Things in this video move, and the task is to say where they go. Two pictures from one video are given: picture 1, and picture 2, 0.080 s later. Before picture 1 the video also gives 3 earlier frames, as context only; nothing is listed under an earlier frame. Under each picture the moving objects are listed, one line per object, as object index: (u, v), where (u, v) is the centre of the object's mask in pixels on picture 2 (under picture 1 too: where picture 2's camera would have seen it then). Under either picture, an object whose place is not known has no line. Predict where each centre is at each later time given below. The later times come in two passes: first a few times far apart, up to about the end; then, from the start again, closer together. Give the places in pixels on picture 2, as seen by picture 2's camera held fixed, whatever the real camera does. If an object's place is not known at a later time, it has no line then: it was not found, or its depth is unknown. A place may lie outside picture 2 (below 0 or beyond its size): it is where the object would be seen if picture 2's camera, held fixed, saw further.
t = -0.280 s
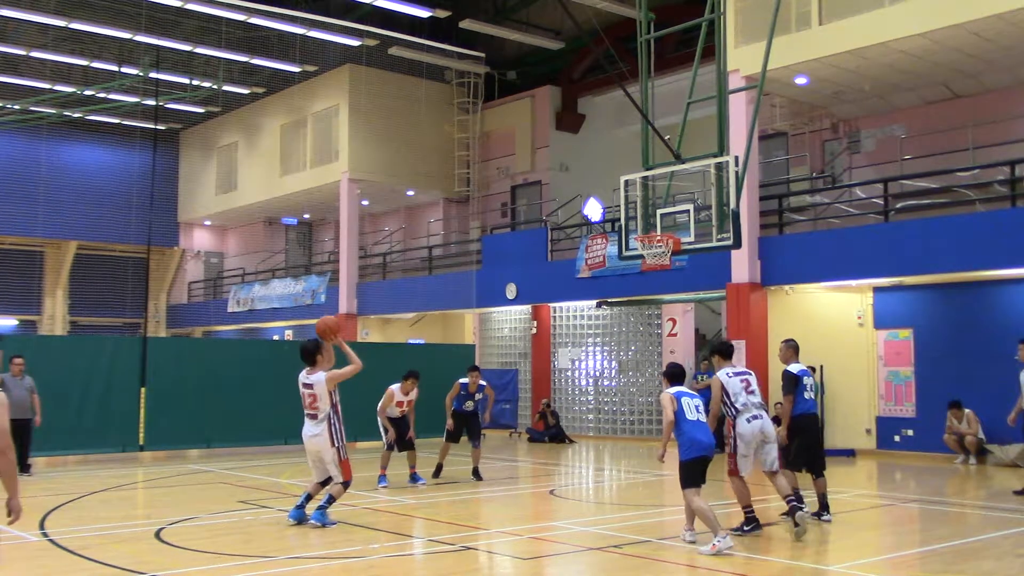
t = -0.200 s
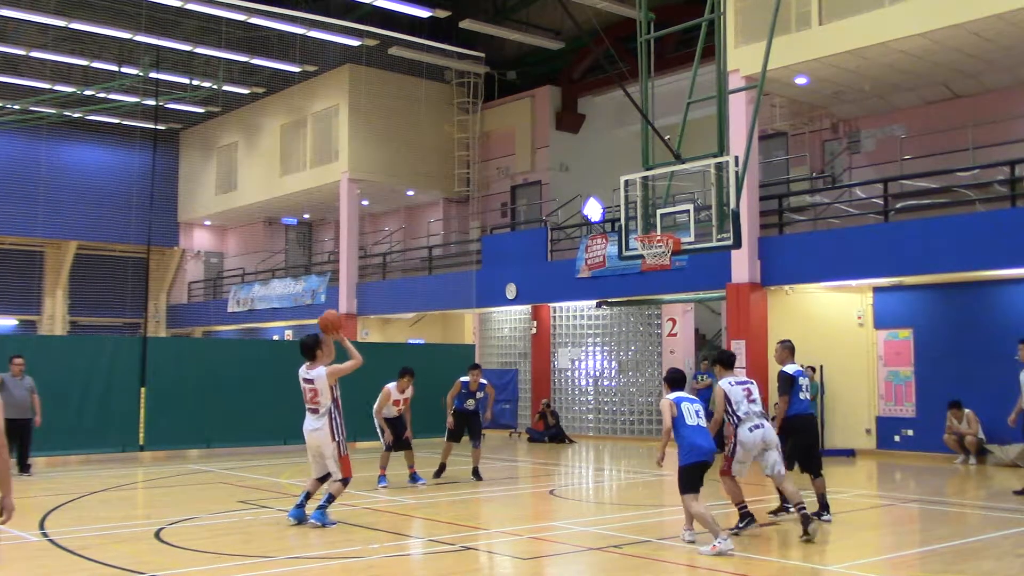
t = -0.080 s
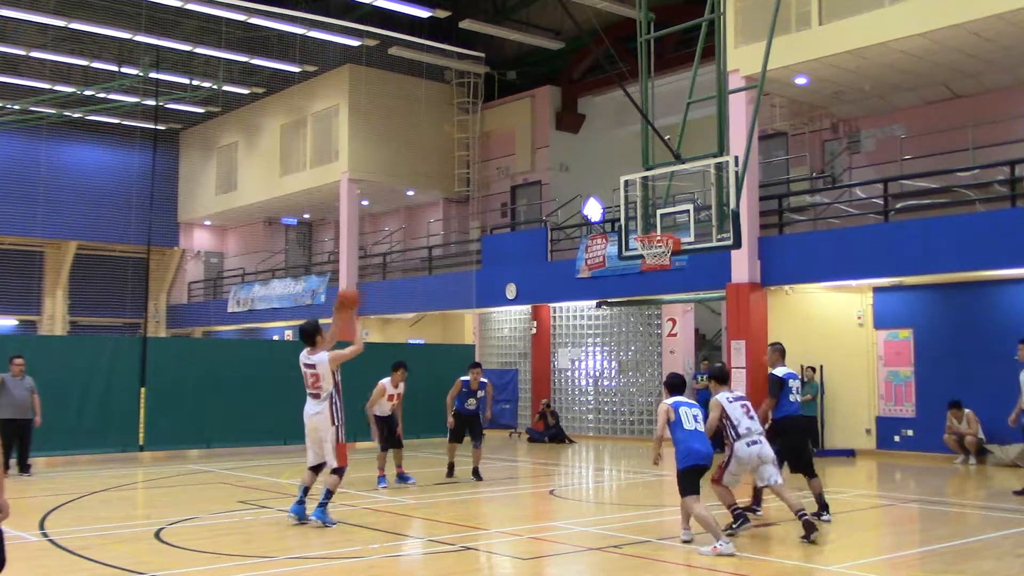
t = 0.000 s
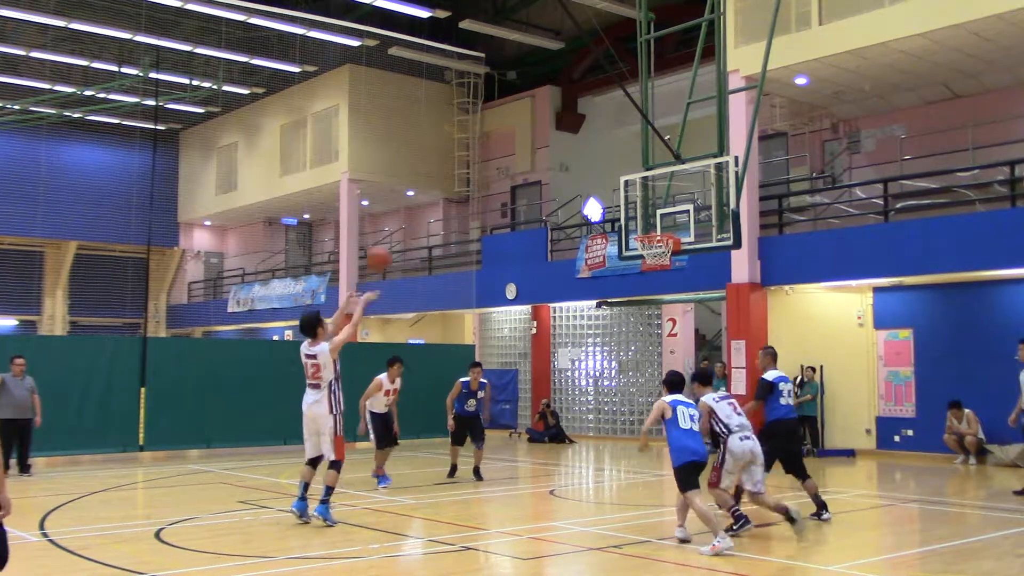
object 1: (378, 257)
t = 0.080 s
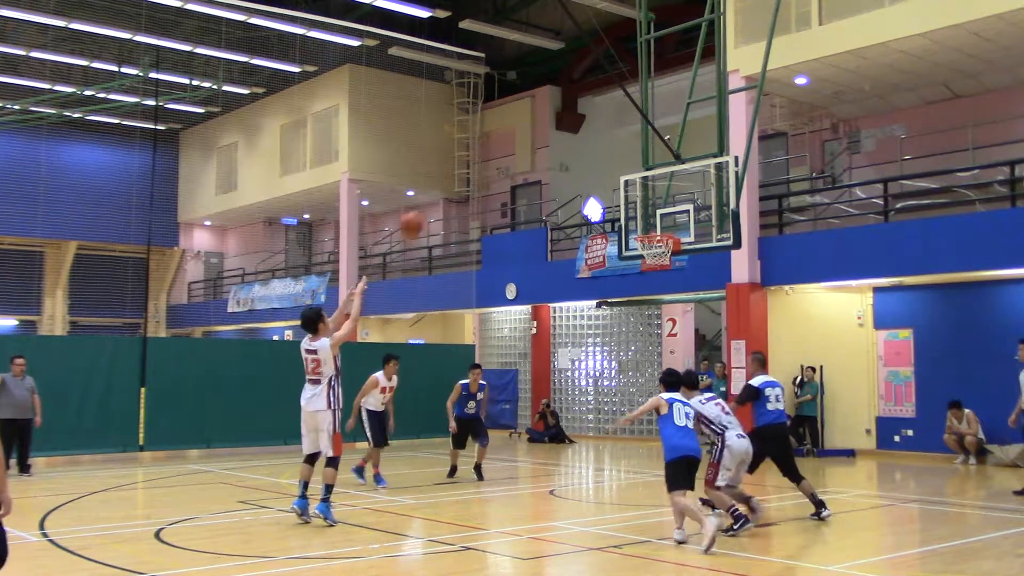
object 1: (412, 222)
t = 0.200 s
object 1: (456, 187)
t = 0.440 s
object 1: (538, 157)
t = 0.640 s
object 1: (600, 171)
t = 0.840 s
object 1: (656, 215)
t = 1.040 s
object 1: (639, 206)
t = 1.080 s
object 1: (632, 203)
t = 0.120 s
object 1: (427, 209)
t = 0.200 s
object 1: (456, 187)
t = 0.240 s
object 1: (469, 176)
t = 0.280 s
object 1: (486, 170)
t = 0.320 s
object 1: (499, 165)
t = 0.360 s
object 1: (513, 160)
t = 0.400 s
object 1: (526, 158)
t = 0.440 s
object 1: (538, 157)
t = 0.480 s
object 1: (552, 158)
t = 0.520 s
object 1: (563, 159)
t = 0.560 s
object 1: (575, 162)
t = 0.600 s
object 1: (589, 165)
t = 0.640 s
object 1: (600, 171)
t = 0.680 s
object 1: (612, 179)
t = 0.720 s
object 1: (623, 186)
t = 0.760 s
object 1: (635, 195)
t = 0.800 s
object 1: (646, 203)
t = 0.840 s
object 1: (656, 215)
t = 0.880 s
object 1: (667, 226)
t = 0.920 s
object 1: (663, 223)
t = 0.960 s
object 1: (654, 216)
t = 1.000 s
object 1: (646, 210)
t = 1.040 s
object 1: (639, 206)
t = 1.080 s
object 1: (632, 203)
